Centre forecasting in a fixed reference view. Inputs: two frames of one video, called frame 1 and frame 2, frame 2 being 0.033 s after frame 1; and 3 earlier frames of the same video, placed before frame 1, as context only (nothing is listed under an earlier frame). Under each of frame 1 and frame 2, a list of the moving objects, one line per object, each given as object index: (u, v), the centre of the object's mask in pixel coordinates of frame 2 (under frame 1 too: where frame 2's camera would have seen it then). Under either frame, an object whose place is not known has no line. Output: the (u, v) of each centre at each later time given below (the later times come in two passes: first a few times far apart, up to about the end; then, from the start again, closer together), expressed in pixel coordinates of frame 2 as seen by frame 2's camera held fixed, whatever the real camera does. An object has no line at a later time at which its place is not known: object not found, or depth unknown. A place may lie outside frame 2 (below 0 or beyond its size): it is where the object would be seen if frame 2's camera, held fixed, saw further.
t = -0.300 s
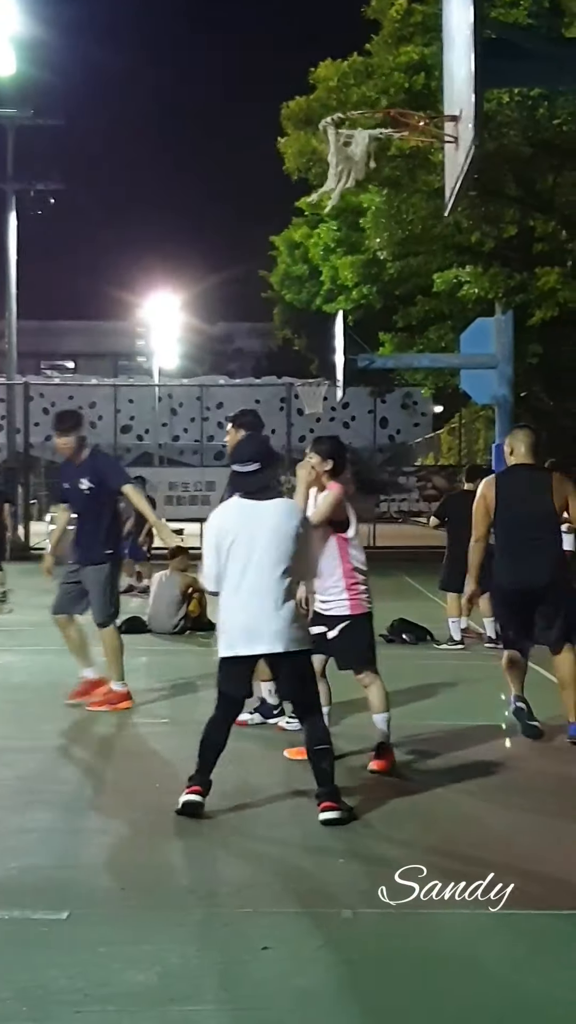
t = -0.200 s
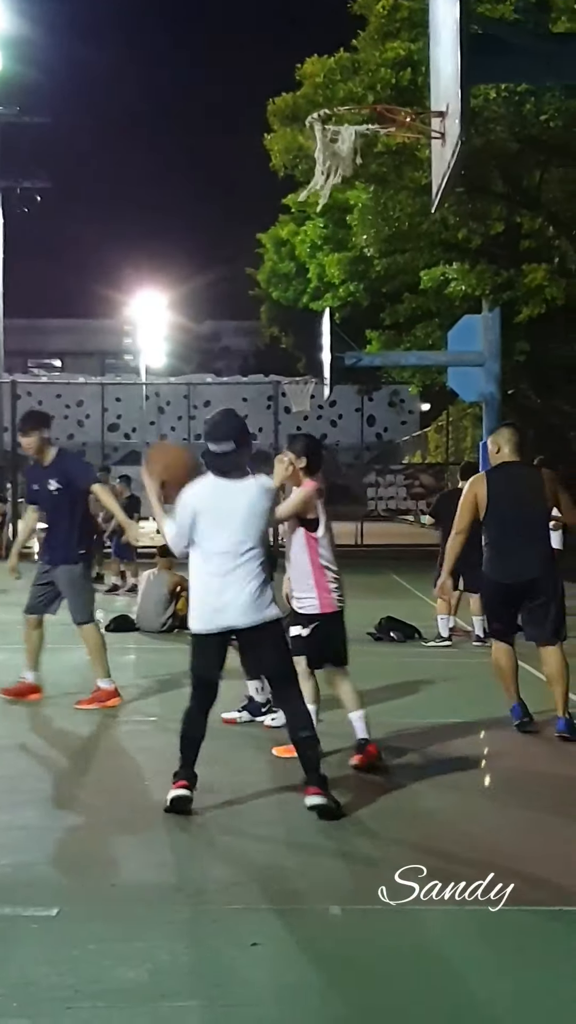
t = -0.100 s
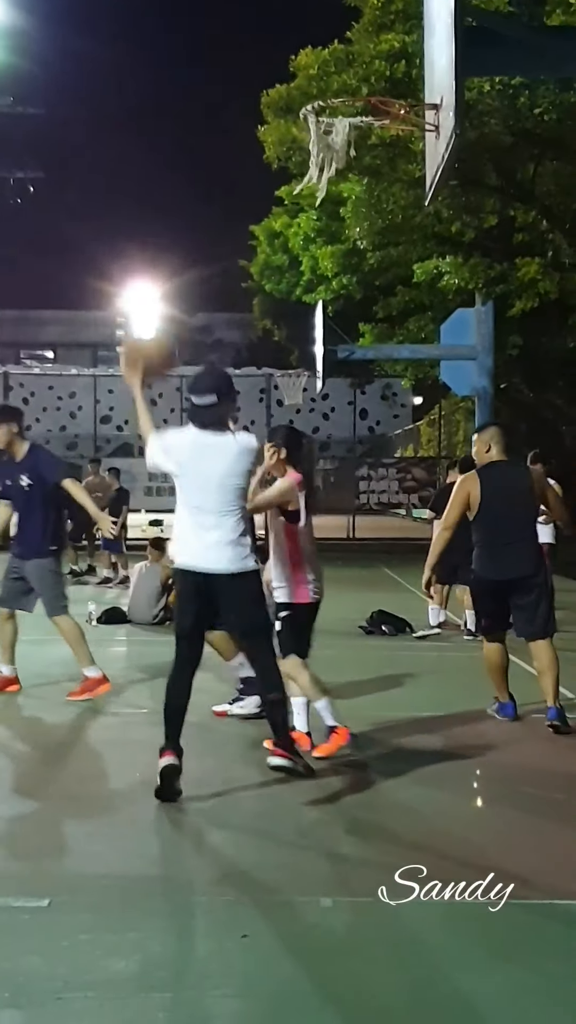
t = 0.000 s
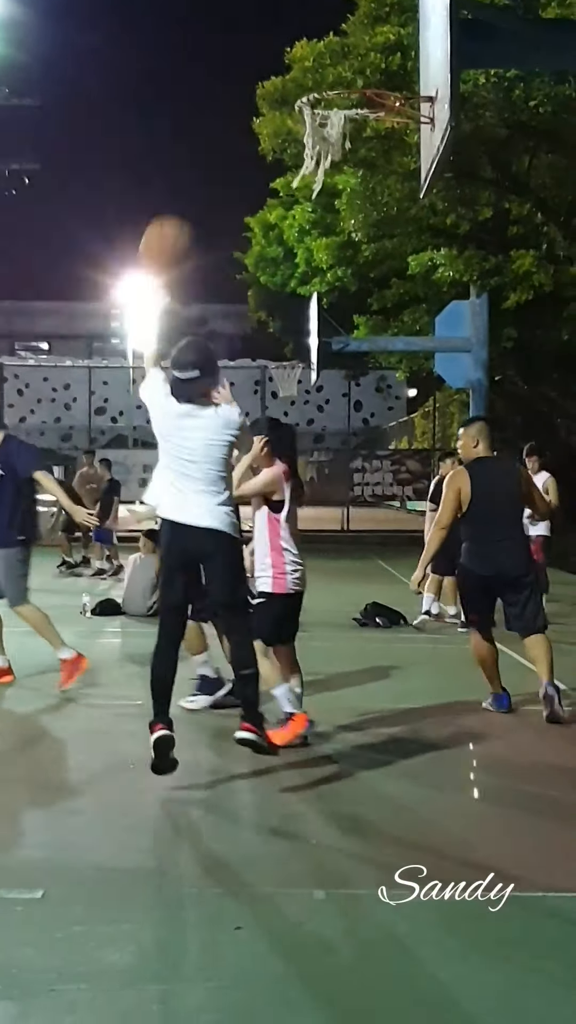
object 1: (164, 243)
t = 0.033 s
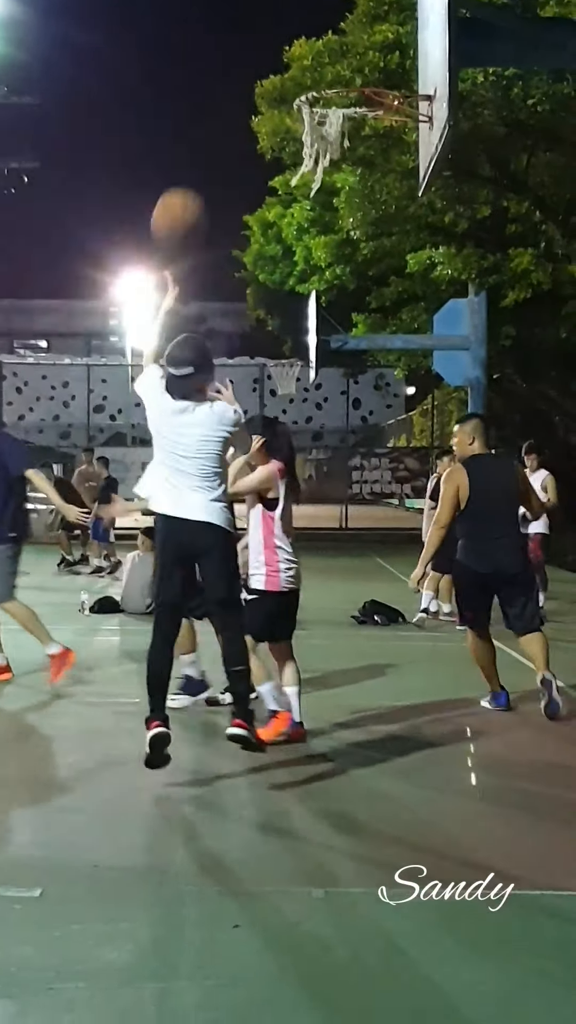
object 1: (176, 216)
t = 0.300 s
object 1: (263, 91)
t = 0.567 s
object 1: (185, 153)
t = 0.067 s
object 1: (190, 190)
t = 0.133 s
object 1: (219, 152)
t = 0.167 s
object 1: (232, 133)
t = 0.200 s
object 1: (245, 119)
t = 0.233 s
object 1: (258, 106)
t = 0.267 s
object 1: (270, 95)
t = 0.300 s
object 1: (263, 91)
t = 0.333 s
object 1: (253, 91)
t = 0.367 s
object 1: (244, 93)
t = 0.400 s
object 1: (235, 97)
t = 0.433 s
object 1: (225, 103)
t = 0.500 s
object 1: (205, 124)
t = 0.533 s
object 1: (195, 137)
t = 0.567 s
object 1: (185, 153)
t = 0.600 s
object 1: (176, 173)
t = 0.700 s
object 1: (143, 237)
